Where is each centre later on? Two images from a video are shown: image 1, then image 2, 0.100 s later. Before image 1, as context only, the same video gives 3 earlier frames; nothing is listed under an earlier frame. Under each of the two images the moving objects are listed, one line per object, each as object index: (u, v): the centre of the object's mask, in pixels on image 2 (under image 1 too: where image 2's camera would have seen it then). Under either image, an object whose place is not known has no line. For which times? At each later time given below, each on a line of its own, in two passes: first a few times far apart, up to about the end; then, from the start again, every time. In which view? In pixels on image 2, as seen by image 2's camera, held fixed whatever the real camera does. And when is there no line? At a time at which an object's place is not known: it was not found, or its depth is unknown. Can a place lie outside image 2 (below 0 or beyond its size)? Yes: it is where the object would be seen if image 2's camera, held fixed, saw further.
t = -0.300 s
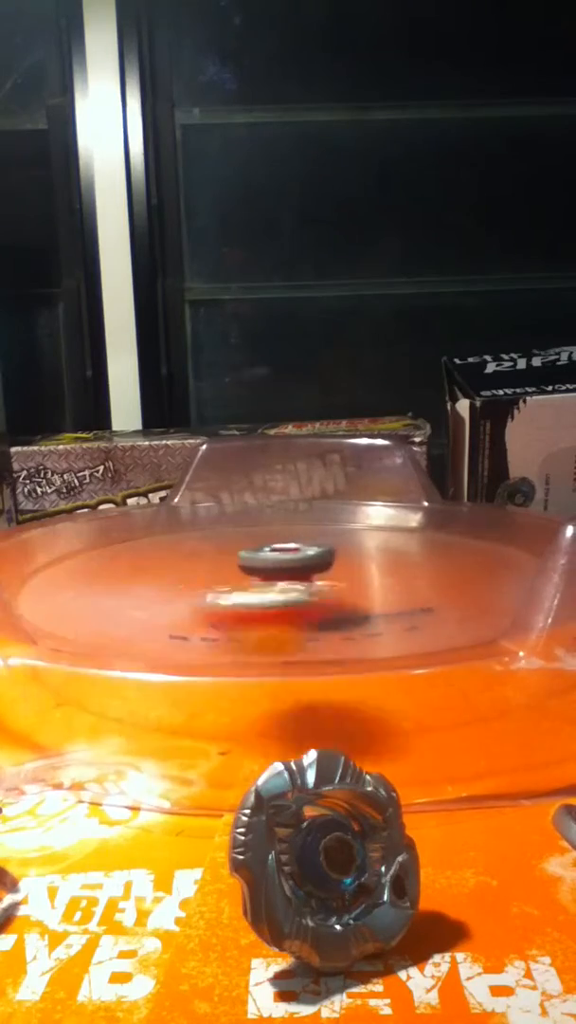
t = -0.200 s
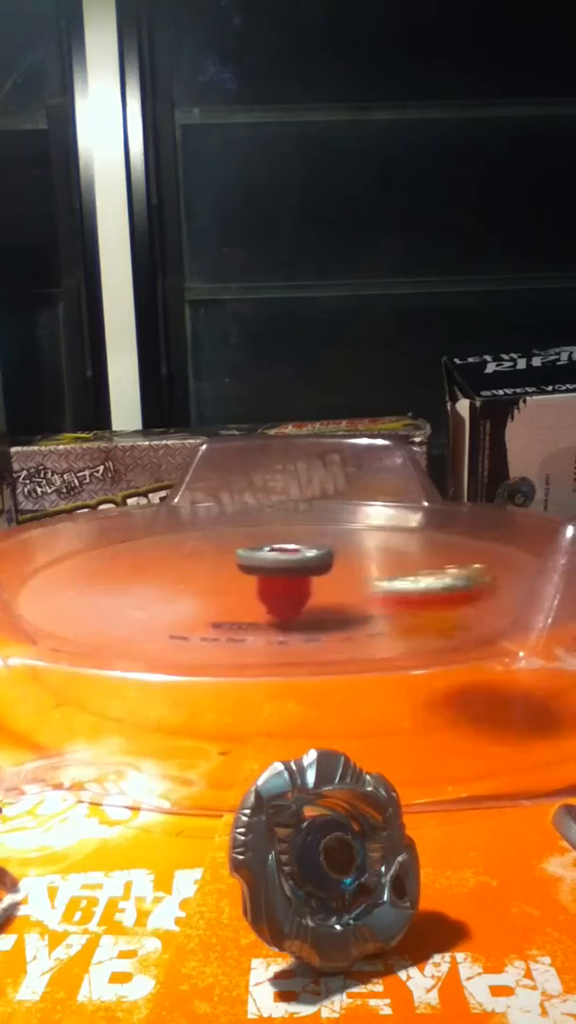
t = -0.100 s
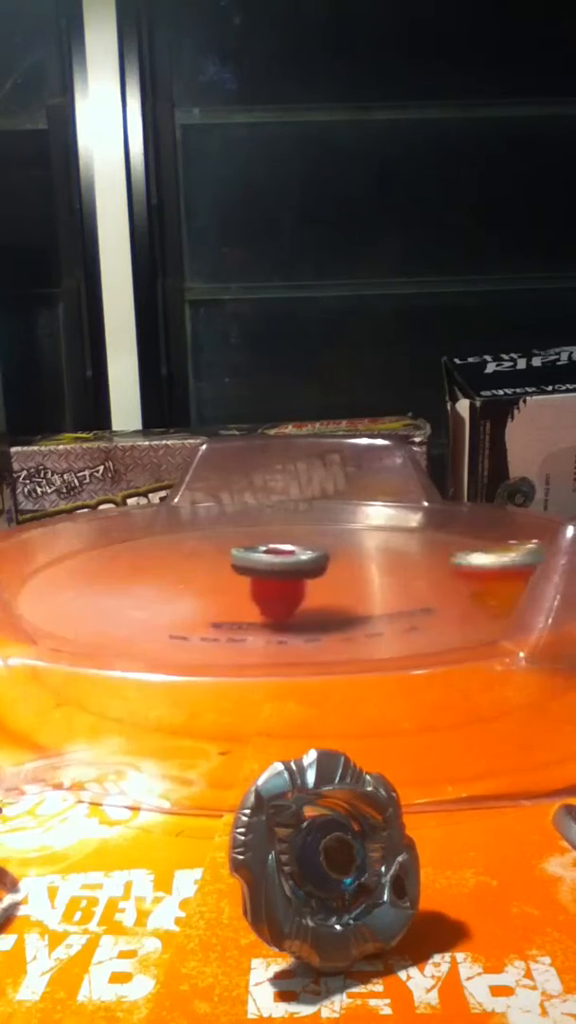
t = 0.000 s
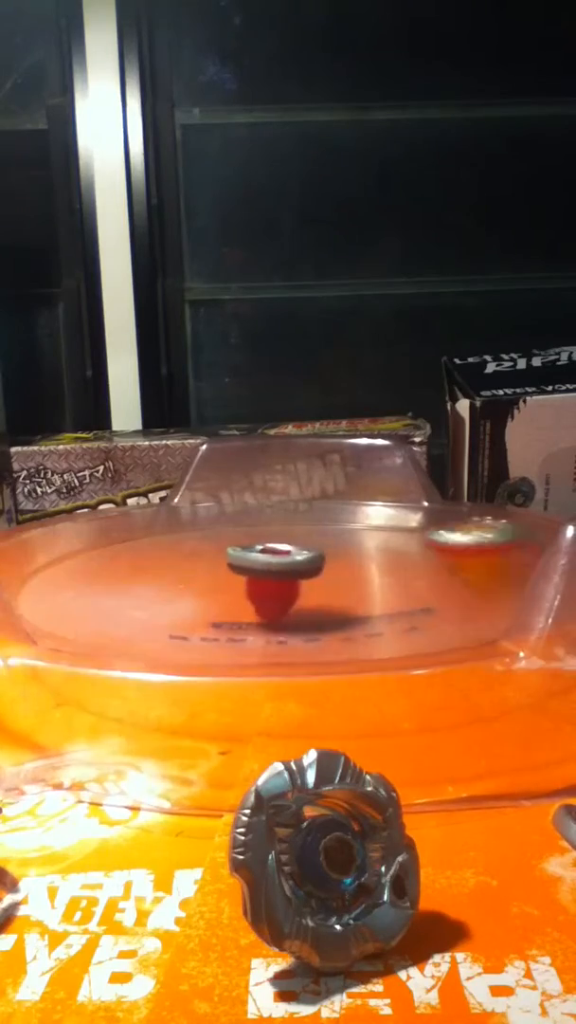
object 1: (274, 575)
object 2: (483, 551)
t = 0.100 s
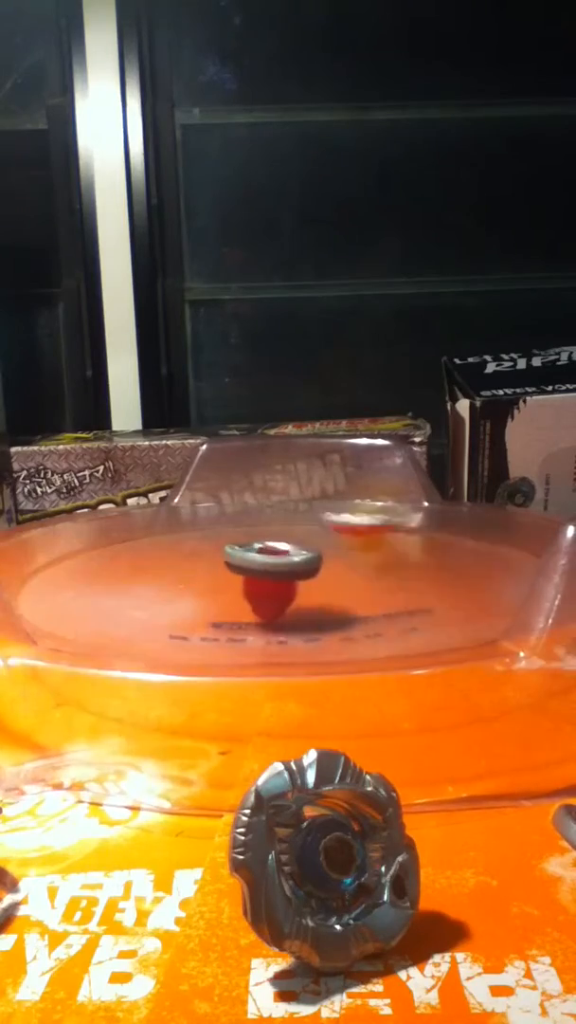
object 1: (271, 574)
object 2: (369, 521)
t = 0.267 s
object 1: (270, 572)
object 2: (160, 512)
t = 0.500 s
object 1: (271, 568)
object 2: (40, 577)
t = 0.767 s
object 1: (278, 564)
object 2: (394, 600)
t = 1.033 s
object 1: (284, 562)
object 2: (427, 507)
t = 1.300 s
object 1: (304, 563)
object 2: (138, 511)
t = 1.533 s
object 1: (306, 568)
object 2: (95, 580)
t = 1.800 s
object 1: (299, 572)
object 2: (463, 572)
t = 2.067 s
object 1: (292, 573)
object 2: (424, 507)
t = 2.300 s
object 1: (280, 573)
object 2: (180, 525)
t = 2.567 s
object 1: (278, 568)
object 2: (205, 607)
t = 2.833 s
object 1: (278, 565)
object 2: (509, 557)
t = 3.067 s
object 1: (282, 564)
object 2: (399, 517)
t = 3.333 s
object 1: (288, 562)
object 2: (71, 544)
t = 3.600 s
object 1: (295, 564)
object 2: (205, 609)
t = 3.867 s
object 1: (301, 569)
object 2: (479, 568)
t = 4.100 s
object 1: (296, 571)
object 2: (308, 518)
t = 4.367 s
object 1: (286, 571)
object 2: (79, 550)
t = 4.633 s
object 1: (281, 556)
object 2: (270, 608)
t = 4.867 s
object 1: (277, 566)
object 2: (439, 556)
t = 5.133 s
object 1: (279, 564)
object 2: (259, 520)
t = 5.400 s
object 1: (285, 563)
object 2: (158, 584)
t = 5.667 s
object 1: (290, 561)
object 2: (340, 601)
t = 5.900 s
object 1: (294, 567)
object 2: (418, 563)
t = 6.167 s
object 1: (290, 570)
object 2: (227, 556)
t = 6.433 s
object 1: (281, 572)
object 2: (161, 592)
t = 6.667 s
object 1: (272, 566)
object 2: (331, 603)
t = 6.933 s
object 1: (276, 566)
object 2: (369, 558)
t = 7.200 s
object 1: (279, 563)
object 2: (201, 549)
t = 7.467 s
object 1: (287, 562)
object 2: (190, 597)
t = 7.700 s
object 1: (291, 566)
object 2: (367, 590)
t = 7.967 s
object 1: (290, 570)
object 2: (379, 547)
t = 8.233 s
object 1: (284, 571)
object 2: (202, 562)
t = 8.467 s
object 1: (278, 571)
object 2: (202, 600)
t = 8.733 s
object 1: (274, 568)
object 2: (387, 592)
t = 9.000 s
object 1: (277, 564)
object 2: (350, 557)
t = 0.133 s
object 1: (271, 573)
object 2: (322, 520)
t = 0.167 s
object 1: (270, 573)
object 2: (282, 519)
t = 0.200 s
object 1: (270, 572)
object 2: (236, 512)
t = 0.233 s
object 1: (270, 572)
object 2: (200, 513)
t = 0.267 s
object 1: (270, 572)
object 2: (160, 512)
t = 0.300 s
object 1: (272, 571)
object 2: (118, 515)
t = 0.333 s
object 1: (273, 570)
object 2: (84, 522)
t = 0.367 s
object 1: (273, 570)
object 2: (59, 531)
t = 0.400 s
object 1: (272, 569)
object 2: (40, 545)
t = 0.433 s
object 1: (271, 569)
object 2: (35, 558)
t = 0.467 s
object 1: (271, 568)
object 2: (35, 567)
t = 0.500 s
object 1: (271, 568)
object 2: (40, 577)
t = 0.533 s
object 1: (272, 567)
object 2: (51, 586)
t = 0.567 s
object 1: (274, 567)
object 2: (80, 595)
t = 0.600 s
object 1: (275, 567)
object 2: (122, 602)
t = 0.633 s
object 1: (276, 566)
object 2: (179, 607)
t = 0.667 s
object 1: (277, 556)
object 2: (231, 610)
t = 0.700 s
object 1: (276, 554)
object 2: (289, 605)
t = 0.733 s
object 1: (276, 561)
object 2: (341, 606)
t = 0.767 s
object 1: (278, 564)
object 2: (394, 600)
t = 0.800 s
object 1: (279, 563)
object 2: (438, 585)
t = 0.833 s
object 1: (279, 563)
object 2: (469, 580)
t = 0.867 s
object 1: (280, 563)
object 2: (484, 568)
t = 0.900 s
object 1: (282, 562)
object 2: (490, 555)
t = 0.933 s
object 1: (283, 562)
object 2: (485, 538)
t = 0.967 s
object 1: (284, 562)
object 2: (469, 526)
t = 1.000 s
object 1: (284, 562)
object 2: (451, 516)
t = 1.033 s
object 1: (284, 562)
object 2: (427, 507)
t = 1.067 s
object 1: (286, 561)
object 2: (395, 499)
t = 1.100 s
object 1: (288, 561)
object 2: (353, 501)
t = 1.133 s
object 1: (290, 561)
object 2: (319, 500)
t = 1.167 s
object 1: (294, 560)
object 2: (280, 500)
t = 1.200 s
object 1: (298, 561)
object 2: (237, 500)
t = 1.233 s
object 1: (301, 562)
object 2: (197, 503)
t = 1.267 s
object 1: (303, 563)
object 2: (170, 506)
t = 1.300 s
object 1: (304, 563)
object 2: (138, 511)
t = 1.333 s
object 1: (304, 564)
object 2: (112, 520)
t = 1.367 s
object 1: (304, 565)
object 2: (90, 527)
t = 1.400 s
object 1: (305, 567)
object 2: (75, 538)
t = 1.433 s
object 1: (306, 567)
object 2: (67, 545)
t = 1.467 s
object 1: (306, 567)
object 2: (67, 558)
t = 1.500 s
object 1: (306, 568)
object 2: (74, 567)
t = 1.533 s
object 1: (306, 568)
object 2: (95, 580)
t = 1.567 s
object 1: (305, 569)
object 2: (125, 589)
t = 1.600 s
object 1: (305, 569)
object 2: (167, 601)
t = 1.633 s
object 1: (305, 569)
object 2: (218, 607)
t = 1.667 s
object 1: (304, 556)
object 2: (270, 608)
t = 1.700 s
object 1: (300, 557)
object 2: (322, 601)
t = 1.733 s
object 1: (299, 569)
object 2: (371, 599)
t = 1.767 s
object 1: (300, 572)
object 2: (423, 584)
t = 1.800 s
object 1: (299, 572)
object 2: (463, 572)
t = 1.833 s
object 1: (298, 573)
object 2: (486, 567)
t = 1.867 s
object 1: (296, 573)
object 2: (504, 546)
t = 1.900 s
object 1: (296, 573)
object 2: (506, 542)
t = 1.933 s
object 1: (296, 573)
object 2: (506, 534)
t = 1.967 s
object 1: (296, 573)
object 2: (500, 527)
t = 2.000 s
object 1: (295, 573)
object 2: (482, 516)
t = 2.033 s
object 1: (293, 573)
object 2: (459, 509)
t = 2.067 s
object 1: (292, 573)
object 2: (424, 507)
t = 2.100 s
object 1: (290, 574)
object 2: (392, 504)
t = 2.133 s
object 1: (288, 574)
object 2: (349, 500)
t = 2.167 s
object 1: (286, 573)
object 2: (314, 504)
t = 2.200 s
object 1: (284, 573)
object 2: (279, 509)
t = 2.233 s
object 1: (283, 573)
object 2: (250, 512)
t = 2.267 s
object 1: (281, 573)
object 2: (213, 517)
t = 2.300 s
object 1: (280, 573)
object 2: (180, 525)
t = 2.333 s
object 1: (281, 573)
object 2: (148, 542)
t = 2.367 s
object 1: (280, 572)
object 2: (125, 554)
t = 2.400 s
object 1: (279, 572)
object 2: (110, 566)
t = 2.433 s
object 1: (277, 572)
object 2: (104, 578)
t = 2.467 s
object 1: (277, 571)
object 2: (111, 588)
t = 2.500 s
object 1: (276, 571)
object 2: (131, 597)
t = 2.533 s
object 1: (277, 570)
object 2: (163, 602)
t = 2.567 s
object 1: (278, 568)
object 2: (205, 607)
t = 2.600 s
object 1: (277, 556)
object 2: (253, 609)
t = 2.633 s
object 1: (275, 556)
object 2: (303, 609)
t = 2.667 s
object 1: (274, 566)
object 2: (358, 605)
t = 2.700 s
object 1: (276, 567)
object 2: (414, 598)
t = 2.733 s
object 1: (276, 567)
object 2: (457, 592)
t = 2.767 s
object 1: (276, 567)
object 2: (482, 581)
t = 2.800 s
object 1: (277, 566)
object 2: (495, 571)
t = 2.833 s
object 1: (278, 565)
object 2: (509, 557)
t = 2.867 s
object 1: (278, 565)
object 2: (515, 546)
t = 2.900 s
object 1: (279, 564)
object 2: (513, 539)
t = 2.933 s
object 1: (279, 565)
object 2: (507, 533)
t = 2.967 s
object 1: (280, 564)
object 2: (496, 529)
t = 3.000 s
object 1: (281, 563)
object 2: (467, 523)
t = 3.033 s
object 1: (281, 564)
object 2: (436, 519)
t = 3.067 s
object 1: (282, 564)
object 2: (399, 517)
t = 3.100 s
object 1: (283, 563)
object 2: (346, 513)
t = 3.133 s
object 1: (284, 563)
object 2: (305, 511)
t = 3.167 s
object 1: (284, 563)
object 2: (263, 512)
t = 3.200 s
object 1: (285, 563)
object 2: (220, 514)
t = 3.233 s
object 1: (286, 564)
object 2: (176, 521)
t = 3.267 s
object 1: (286, 564)
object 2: (136, 528)
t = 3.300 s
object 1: (286, 562)
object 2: (100, 535)
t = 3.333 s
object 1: (288, 562)
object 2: (71, 544)
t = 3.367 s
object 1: (289, 562)
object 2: (50, 557)
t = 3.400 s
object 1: (290, 562)
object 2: (46, 568)
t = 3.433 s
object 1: (290, 562)
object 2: (46, 576)
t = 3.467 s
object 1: (291, 563)
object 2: (54, 586)
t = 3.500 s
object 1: (291, 563)
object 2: (74, 593)
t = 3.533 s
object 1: (292, 564)
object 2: (106, 601)
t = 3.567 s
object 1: (293, 564)
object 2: (154, 607)
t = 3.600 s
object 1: (295, 564)
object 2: (205, 609)
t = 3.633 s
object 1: (296, 555)
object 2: (256, 611)
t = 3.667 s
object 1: (296, 554)
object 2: (309, 609)
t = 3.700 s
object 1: (296, 557)
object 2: (353, 605)
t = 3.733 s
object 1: (299, 567)
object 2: (401, 598)
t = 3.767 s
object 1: (299, 568)
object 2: (434, 592)
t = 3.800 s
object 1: (300, 568)
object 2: (462, 583)
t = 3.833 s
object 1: (301, 568)
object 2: (474, 578)
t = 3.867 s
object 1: (301, 569)
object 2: (479, 568)
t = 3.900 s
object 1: (301, 569)
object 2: (475, 562)
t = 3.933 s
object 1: (301, 570)
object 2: (465, 552)
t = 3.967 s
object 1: (301, 570)
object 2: (445, 539)
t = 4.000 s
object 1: (300, 570)
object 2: (420, 532)
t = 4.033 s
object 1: (299, 571)
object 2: (385, 526)
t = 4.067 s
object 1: (297, 571)
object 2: (346, 522)
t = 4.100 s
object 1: (296, 571)
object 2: (308, 518)
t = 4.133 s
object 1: (295, 571)
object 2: (270, 517)
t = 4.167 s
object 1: (293, 571)
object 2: (234, 518)
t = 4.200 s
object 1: (292, 572)
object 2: (200, 518)
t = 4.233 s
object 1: (290, 572)
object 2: (161, 521)
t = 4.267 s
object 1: (288, 571)
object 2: (132, 525)
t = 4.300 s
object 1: (287, 572)
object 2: (108, 536)
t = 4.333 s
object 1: (288, 571)
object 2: (91, 543)
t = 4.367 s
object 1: (286, 571)
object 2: (79, 550)
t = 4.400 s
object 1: (285, 571)
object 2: (75, 559)
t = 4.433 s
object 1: (284, 571)
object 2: (77, 568)
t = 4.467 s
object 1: (283, 570)
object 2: (90, 578)
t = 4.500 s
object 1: (281, 570)
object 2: (111, 586)
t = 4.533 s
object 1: (280, 570)
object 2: (144, 594)
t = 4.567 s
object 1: (280, 570)
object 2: (179, 602)
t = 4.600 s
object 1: (282, 560)
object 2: (228, 607)
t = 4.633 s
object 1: (281, 556)
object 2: (270, 608)
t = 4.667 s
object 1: (278, 557)
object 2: (312, 606)
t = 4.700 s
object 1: (277, 567)
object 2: (349, 601)
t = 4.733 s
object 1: (278, 567)
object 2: (382, 593)
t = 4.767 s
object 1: (278, 568)
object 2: (413, 581)
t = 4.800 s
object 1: (277, 567)
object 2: (431, 572)
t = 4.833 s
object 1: (277, 567)
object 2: (440, 567)
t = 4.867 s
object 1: (277, 566)
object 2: (439, 556)
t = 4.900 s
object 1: (277, 566)
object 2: (431, 547)
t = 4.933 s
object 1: (277, 565)
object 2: (417, 539)
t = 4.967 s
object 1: (277, 565)
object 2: (400, 535)
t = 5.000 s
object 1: (277, 565)
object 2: (376, 531)
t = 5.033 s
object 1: (278, 564)
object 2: (351, 531)
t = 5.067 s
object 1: (278, 564)
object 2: (322, 523)
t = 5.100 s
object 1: (279, 564)
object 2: (292, 518)
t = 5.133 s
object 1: (279, 564)
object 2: (259, 520)
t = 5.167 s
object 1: (279, 563)
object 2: (235, 525)
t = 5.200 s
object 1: (280, 564)
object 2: (208, 542)
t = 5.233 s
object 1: (280, 563)
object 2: (195, 545)
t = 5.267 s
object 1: (281, 564)
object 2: (176, 550)
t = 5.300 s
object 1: (281, 564)
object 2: (164, 560)
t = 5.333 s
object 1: (282, 564)
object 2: (157, 568)
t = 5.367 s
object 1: (283, 564)
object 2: (156, 576)
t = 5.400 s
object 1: (285, 563)
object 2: (158, 584)
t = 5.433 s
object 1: (286, 563)
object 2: (171, 591)
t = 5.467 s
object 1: (287, 564)
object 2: (186, 597)
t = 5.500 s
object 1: (288, 563)
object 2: (206, 601)
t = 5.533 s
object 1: (291, 560)
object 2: (233, 604)
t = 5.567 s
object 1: (290, 552)
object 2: (258, 606)
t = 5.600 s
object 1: (289, 552)
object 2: (285, 607)
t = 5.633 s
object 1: (290, 553)
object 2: (316, 607)
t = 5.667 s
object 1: (290, 561)
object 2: (340, 601)
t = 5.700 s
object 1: (292, 565)
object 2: (367, 595)
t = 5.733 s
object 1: (294, 567)
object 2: (391, 588)
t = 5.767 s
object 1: (294, 567)
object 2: (409, 584)
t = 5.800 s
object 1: (294, 567)
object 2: (420, 579)
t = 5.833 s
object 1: (295, 567)
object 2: (426, 572)
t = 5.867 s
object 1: (294, 567)
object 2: (425, 567)
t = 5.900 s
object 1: (294, 567)
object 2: (418, 563)
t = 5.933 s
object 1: (294, 568)
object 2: (404, 558)
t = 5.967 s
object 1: (294, 569)
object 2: (383, 552)
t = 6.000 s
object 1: (293, 568)
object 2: (364, 548)
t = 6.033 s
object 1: (293, 569)
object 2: (345, 556)
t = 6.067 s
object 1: (292, 569)
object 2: (304, 531)
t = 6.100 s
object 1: (291, 570)
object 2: (278, 532)
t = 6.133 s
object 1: (291, 571)
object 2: (247, 538)
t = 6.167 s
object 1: (290, 570)
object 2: (227, 556)
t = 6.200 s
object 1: (289, 570)
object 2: (216, 563)
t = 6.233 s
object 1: (289, 572)
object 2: (200, 567)
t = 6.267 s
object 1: (288, 572)
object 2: (178, 564)
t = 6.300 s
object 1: (287, 572)
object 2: (163, 569)
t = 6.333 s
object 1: (285, 572)
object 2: (157, 576)
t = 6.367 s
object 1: (284, 572)
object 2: (153, 582)
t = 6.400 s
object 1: (282, 572)
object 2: (153, 587)
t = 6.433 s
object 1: (281, 572)
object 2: (161, 592)
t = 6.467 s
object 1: (279, 572)
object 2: (174, 598)
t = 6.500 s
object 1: (278, 572)
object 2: (194, 602)
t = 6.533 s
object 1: (279, 569)
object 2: (219, 605)
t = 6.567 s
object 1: (278, 558)
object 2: (244, 609)
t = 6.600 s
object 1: (276, 557)
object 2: (276, 608)
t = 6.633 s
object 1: (274, 558)
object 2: (305, 607)
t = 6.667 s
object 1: (272, 566)
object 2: (331, 603)
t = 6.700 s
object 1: (274, 569)
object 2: (355, 598)
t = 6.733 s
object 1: (274, 568)
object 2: (376, 592)
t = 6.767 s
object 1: (274, 568)
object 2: (388, 587)
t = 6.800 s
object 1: (274, 567)
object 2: (395, 580)
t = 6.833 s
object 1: (274, 567)
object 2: (396, 577)
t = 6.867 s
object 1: (274, 567)
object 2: (391, 572)
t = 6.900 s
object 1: (275, 566)
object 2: (384, 567)
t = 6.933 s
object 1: (276, 566)
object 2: (369, 558)
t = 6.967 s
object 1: (276, 565)
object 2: (354, 558)
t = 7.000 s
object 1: (277, 565)
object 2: (343, 560)
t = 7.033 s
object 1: (277, 565)
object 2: (333, 556)
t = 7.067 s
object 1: (277, 564)
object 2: (302, 528)
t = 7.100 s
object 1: (277, 563)
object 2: (266, 525)
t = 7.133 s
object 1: (278, 563)
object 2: (238, 531)
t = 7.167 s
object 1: (279, 563)
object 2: (217, 548)
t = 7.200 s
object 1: (279, 563)
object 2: (201, 549)
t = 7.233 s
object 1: (280, 563)
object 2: (185, 551)
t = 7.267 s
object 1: (281, 563)
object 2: (169, 554)
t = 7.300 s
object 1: (282, 563)
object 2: (157, 562)
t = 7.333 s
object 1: (283, 563)
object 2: (149, 571)
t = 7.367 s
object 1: (284, 562)
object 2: (149, 578)
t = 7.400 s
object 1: (285, 562)
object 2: (156, 584)
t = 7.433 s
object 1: (286, 562)
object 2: (171, 592)
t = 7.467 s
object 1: (287, 562)
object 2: (190, 597)
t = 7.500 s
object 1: (288, 562)
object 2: (217, 601)
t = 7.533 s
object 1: (290, 556)
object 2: (242, 604)
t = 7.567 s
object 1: (289, 551)
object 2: (269, 604)
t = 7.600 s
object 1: (288, 551)
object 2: (300, 605)
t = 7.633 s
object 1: (288, 552)
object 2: (322, 602)
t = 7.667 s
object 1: (289, 563)
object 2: (345, 597)
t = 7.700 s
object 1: (291, 566)
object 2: (367, 590)
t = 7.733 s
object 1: (291, 567)
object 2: (386, 585)
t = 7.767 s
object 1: (292, 568)
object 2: (398, 580)
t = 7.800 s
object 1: (292, 568)
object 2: (406, 575)
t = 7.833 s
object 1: (292, 568)
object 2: (410, 569)
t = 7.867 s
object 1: (291, 569)
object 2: (410, 567)
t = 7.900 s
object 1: (291, 569)
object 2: (405, 561)
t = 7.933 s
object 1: (290, 570)
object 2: (394, 552)
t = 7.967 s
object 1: (290, 570)
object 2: (379, 547)
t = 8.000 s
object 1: (289, 570)
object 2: (364, 547)
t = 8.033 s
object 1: (289, 570)
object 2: (347, 543)
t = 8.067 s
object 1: (288, 570)
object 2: (321, 533)
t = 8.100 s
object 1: (288, 571)
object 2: (292, 529)
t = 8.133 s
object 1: (287, 571)
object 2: (262, 531)
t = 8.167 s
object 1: (286, 572)
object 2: (239, 539)
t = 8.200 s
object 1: (285, 571)
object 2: (221, 557)
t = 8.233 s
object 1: (284, 571)
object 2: (202, 562)
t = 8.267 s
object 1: (284, 572)
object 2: (190, 564)
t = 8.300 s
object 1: (283, 572)
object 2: (180, 571)
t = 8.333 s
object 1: (282, 572)
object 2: (175, 576)
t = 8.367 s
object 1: (281, 572)
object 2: (174, 583)
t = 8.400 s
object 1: (280, 571)
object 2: (179, 589)
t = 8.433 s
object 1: (279, 572)
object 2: (188, 596)
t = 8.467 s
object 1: (278, 571)
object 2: (202, 600)
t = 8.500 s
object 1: (280, 569)
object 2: (221, 603)
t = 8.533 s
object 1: (278, 557)
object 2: (244, 607)
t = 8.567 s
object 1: (277, 556)
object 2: (266, 607)
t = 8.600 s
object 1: (275, 557)
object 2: (291, 608)
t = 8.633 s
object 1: (273, 560)
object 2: (316, 604)
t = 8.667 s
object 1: (274, 567)
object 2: (342, 600)
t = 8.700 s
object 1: (274, 568)
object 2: (367, 597)
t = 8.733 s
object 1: (274, 568)
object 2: (387, 592)
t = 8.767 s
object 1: (274, 567)
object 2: (401, 586)
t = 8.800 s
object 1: (274, 567)
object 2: (409, 580)
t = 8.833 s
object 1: (274, 567)
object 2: (412, 574)
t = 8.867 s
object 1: (274, 566)
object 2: (409, 570)
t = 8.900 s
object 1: (275, 566)
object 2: (399, 562)
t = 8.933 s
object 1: (276, 565)
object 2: (384, 558)
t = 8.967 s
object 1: (277, 564)
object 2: (368, 559)
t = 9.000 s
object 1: (277, 564)
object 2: (350, 557)
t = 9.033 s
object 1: (277, 564)
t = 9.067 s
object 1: (278, 563)
